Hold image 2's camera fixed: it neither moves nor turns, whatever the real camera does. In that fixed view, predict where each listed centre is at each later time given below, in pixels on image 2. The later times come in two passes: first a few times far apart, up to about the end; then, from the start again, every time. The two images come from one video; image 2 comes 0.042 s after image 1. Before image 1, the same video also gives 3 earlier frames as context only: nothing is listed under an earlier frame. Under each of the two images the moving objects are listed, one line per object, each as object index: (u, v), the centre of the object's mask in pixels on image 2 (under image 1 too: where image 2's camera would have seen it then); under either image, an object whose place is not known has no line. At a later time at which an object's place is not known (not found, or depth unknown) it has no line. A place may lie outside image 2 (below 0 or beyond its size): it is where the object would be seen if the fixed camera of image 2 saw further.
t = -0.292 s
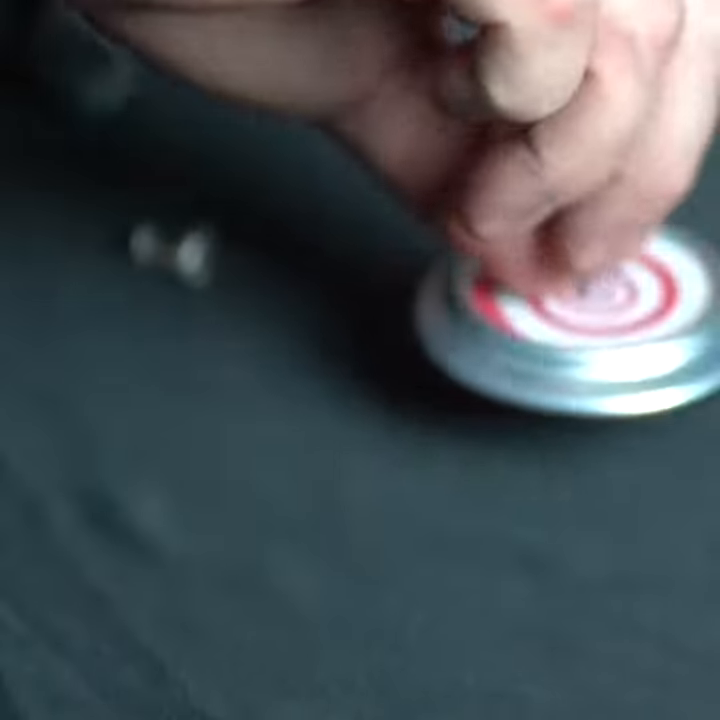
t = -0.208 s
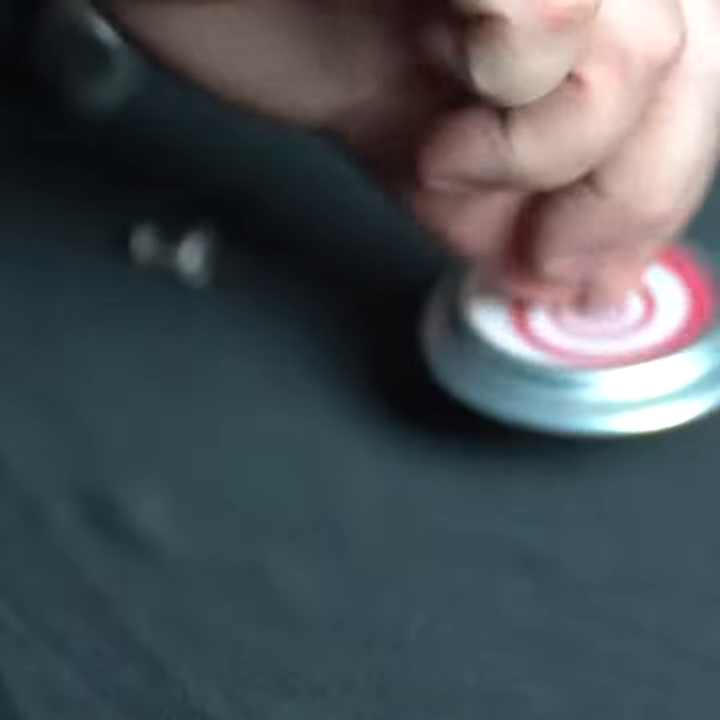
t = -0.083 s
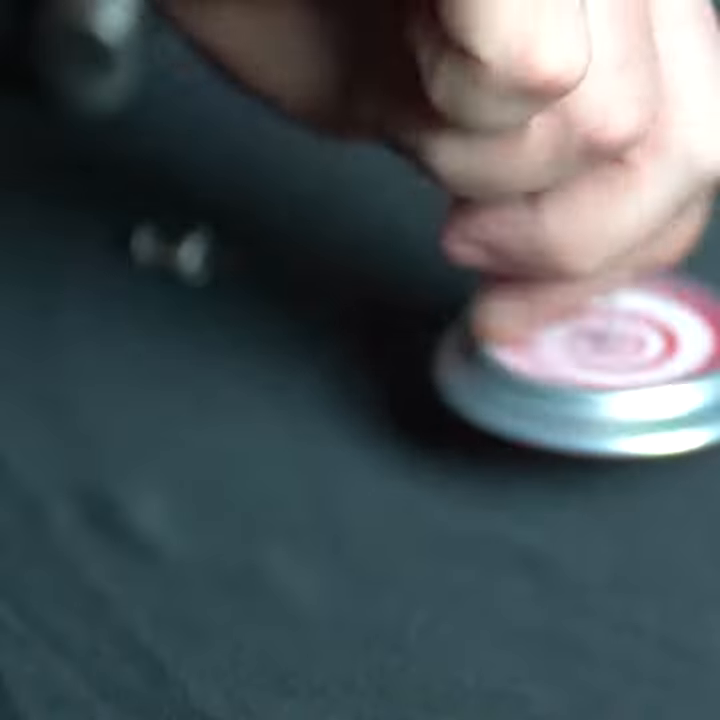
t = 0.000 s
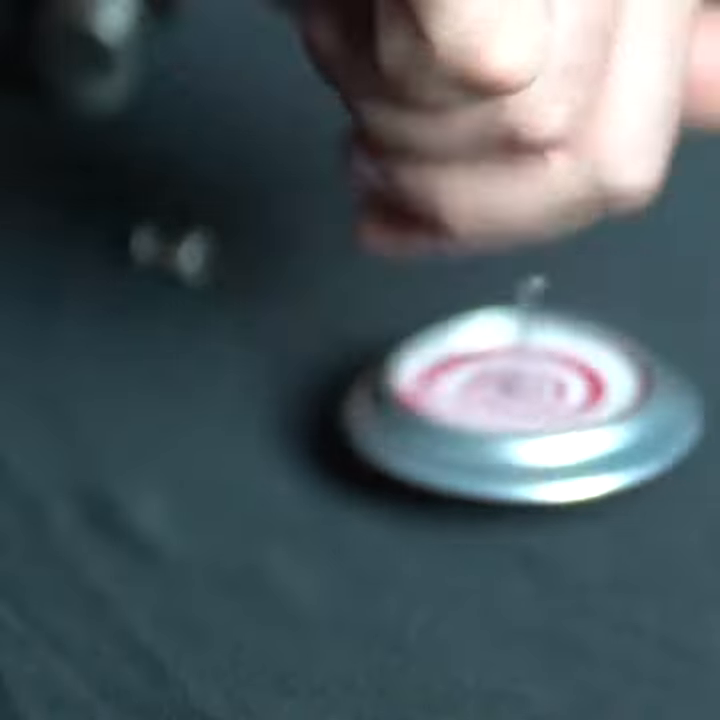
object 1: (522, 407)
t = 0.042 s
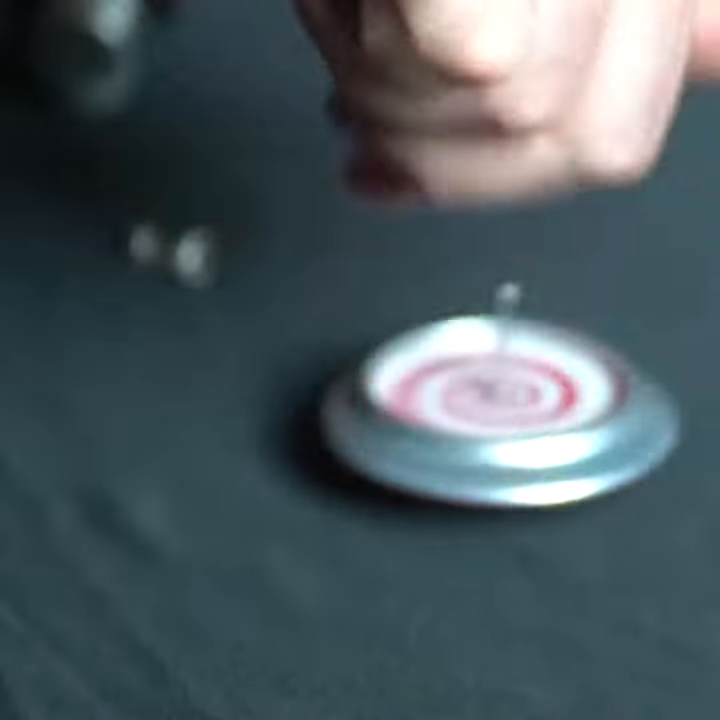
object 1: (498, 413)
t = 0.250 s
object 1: (458, 419)
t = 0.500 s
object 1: (448, 430)
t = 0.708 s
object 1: (432, 435)
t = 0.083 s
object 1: (475, 412)
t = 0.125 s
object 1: (467, 412)
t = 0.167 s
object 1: (461, 415)
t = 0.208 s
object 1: (458, 417)
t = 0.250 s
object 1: (458, 419)
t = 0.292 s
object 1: (456, 420)
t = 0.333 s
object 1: (455, 423)
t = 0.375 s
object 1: (454, 425)
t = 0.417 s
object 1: (452, 428)
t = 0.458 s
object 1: (451, 429)
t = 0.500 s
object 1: (448, 430)
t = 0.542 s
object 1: (445, 431)
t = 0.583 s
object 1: (442, 432)
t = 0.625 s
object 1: (439, 433)
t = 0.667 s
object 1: (436, 435)
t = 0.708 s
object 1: (432, 435)
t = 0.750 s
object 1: (428, 438)
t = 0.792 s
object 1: (425, 437)
